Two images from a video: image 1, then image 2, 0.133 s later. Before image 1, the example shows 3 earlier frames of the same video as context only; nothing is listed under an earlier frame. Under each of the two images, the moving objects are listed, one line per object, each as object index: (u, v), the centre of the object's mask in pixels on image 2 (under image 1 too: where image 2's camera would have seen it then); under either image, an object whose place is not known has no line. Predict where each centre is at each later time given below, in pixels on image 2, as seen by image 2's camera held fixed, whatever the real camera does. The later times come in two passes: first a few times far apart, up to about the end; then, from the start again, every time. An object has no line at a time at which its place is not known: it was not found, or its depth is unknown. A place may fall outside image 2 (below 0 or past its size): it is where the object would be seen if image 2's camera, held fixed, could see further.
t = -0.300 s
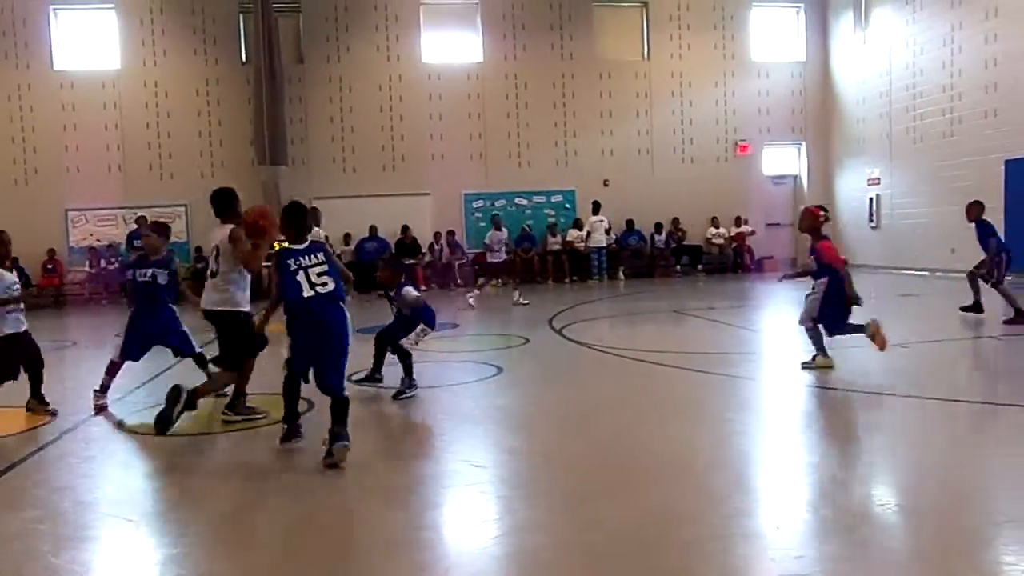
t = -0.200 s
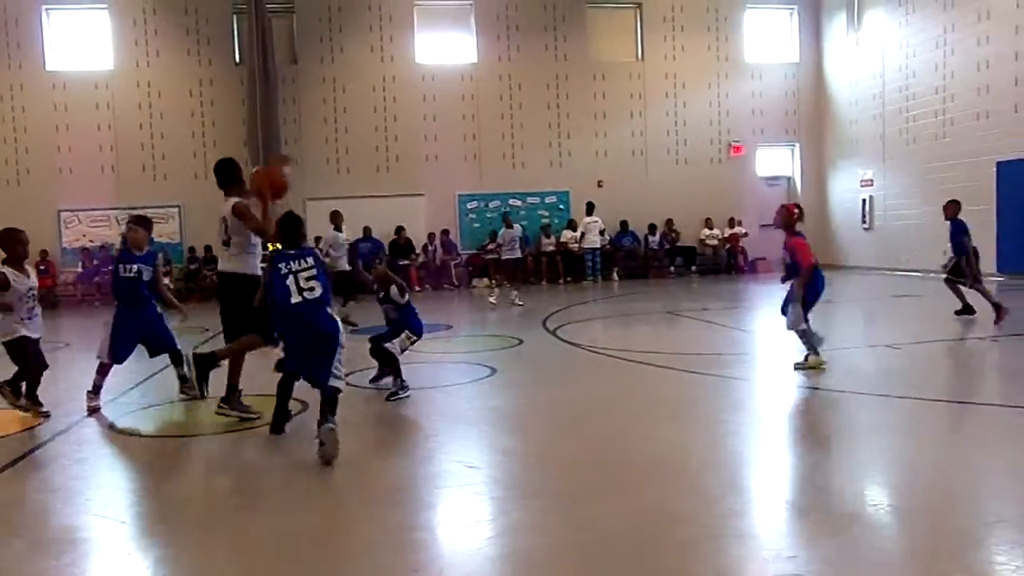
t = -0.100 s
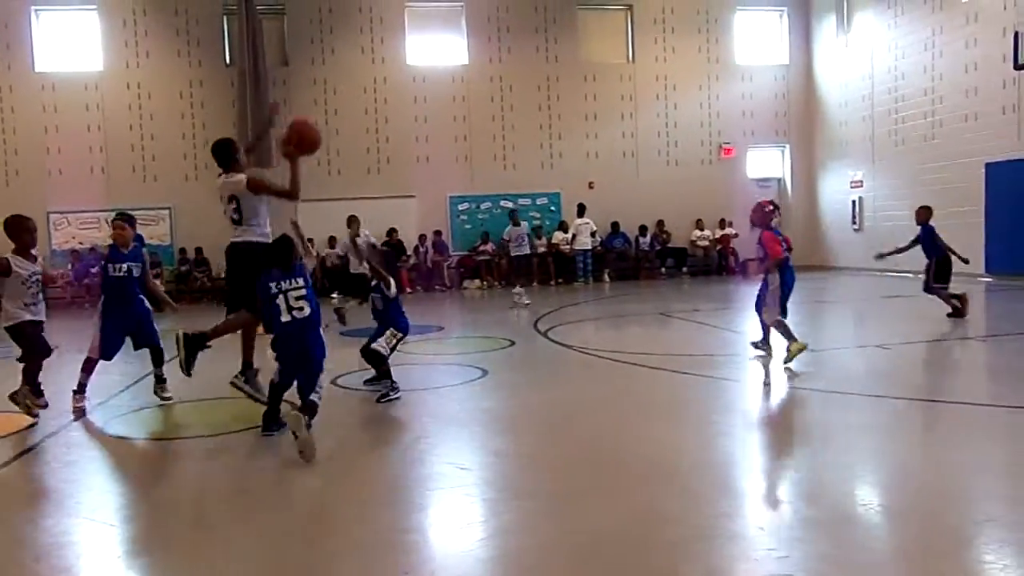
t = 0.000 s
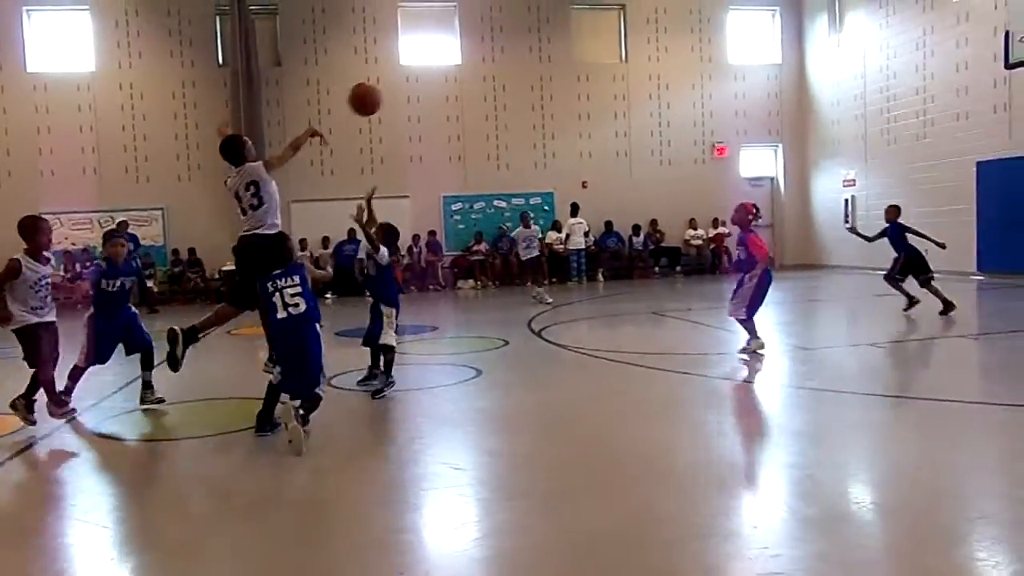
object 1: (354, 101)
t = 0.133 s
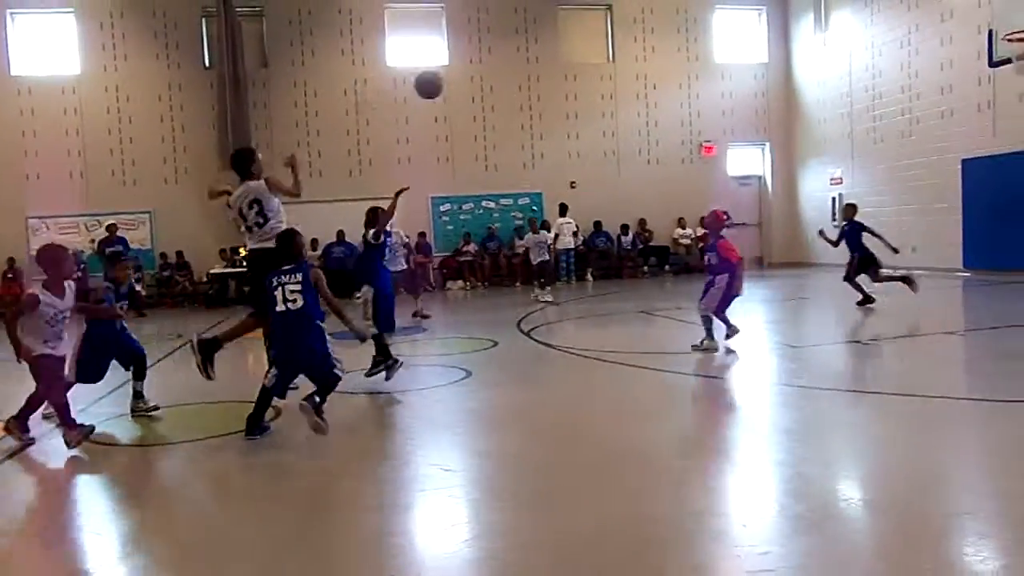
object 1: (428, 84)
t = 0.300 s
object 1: (498, 96)
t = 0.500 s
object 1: (558, 138)
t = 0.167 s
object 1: (444, 84)
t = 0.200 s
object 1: (459, 86)
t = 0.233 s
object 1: (472, 89)
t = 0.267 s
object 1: (485, 92)
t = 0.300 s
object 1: (498, 96)
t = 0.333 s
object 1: (509, 102)
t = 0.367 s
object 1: (520, 108)
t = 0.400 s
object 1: (531, 115)
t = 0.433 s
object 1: (541, 122)
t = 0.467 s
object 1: (550, 129)
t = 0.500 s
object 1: (558, 138)
